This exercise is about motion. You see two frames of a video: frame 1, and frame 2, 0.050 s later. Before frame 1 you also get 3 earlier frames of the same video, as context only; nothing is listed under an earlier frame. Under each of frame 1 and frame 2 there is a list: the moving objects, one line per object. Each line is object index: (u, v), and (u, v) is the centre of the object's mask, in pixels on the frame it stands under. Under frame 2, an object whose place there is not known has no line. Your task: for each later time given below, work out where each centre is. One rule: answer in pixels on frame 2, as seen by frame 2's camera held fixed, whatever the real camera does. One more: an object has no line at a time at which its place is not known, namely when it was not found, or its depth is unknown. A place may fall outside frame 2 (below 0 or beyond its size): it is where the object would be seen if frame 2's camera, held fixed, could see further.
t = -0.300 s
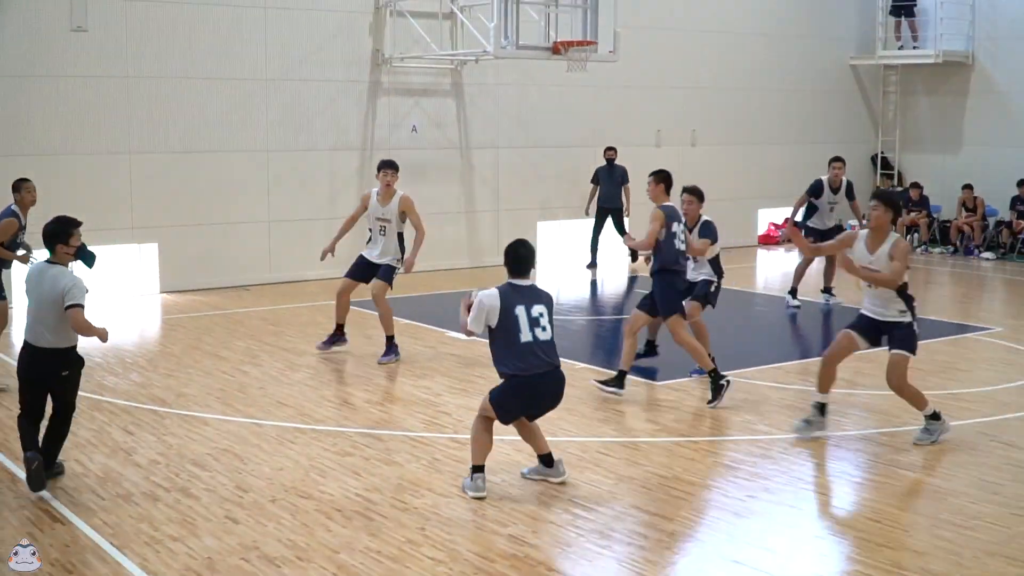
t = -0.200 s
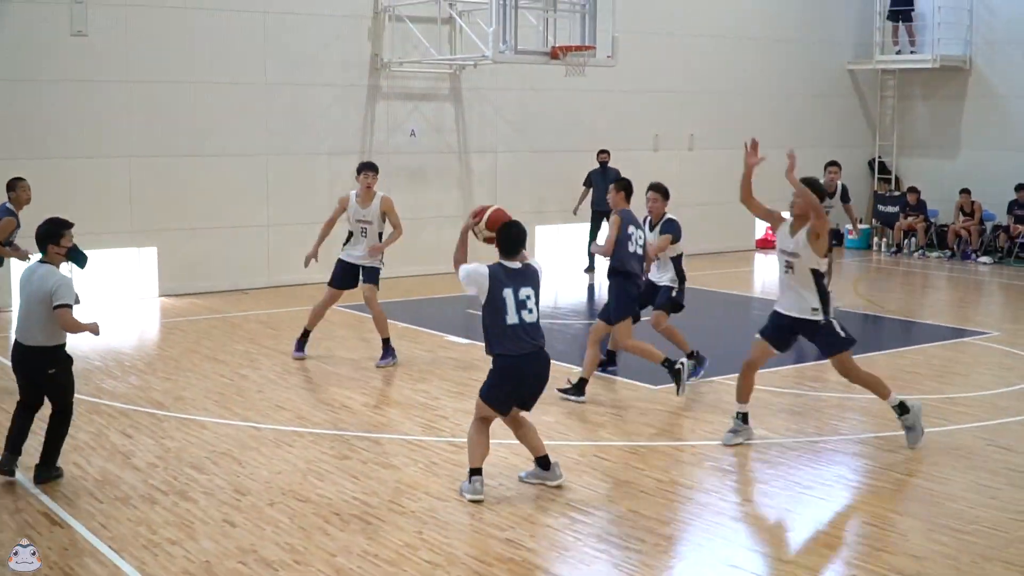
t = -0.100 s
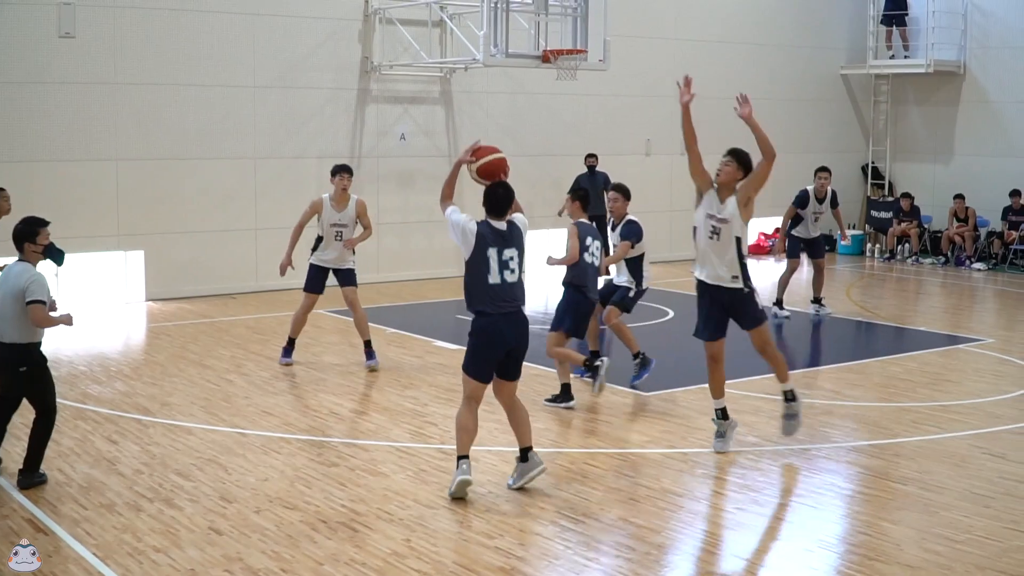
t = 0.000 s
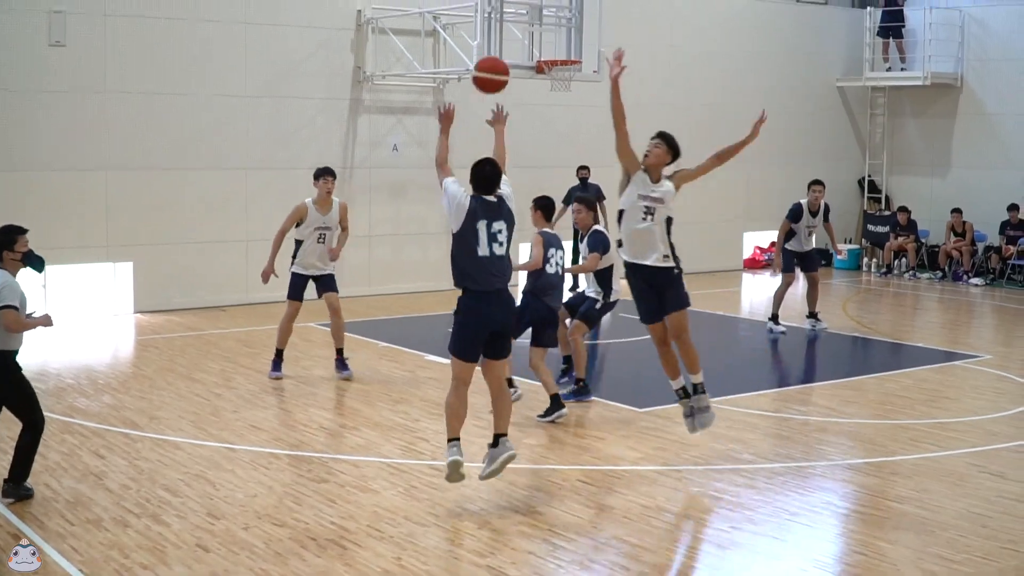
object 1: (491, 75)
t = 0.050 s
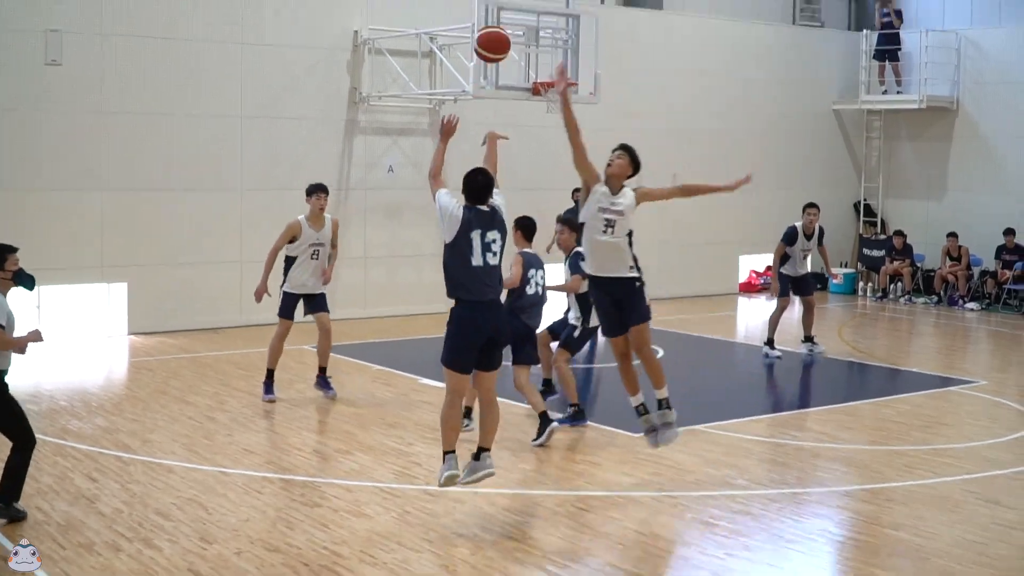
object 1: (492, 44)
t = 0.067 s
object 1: (495, 25)
